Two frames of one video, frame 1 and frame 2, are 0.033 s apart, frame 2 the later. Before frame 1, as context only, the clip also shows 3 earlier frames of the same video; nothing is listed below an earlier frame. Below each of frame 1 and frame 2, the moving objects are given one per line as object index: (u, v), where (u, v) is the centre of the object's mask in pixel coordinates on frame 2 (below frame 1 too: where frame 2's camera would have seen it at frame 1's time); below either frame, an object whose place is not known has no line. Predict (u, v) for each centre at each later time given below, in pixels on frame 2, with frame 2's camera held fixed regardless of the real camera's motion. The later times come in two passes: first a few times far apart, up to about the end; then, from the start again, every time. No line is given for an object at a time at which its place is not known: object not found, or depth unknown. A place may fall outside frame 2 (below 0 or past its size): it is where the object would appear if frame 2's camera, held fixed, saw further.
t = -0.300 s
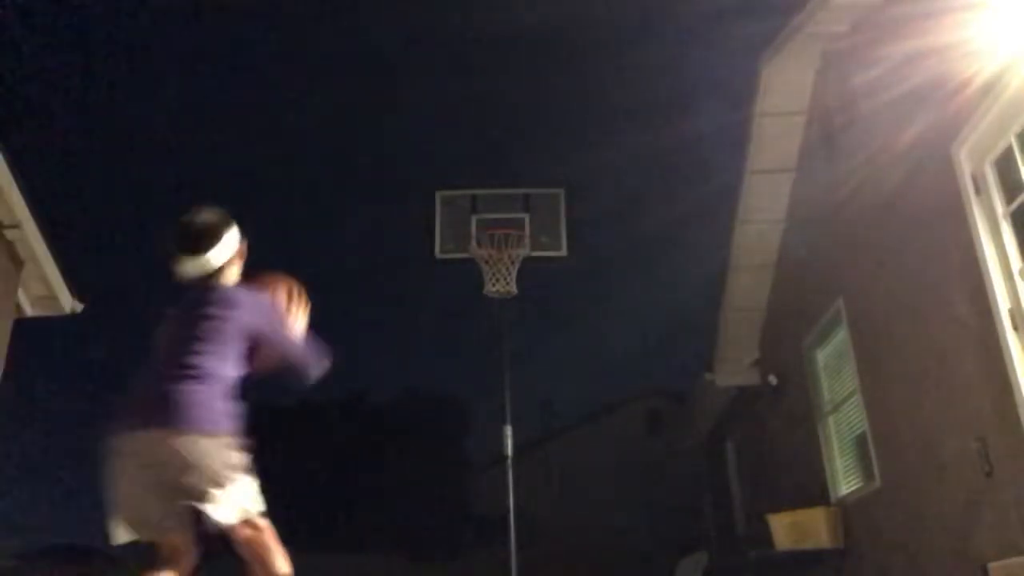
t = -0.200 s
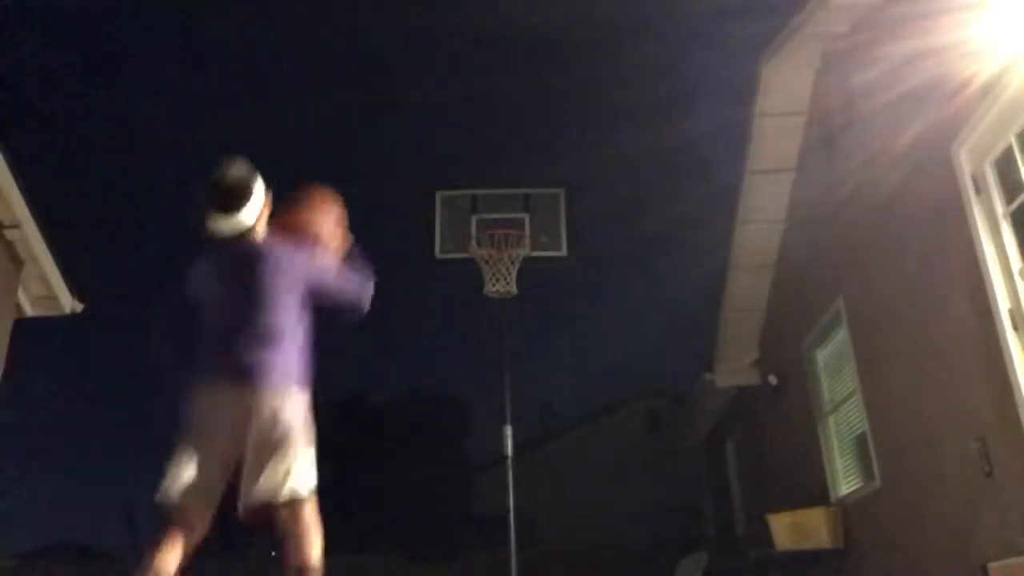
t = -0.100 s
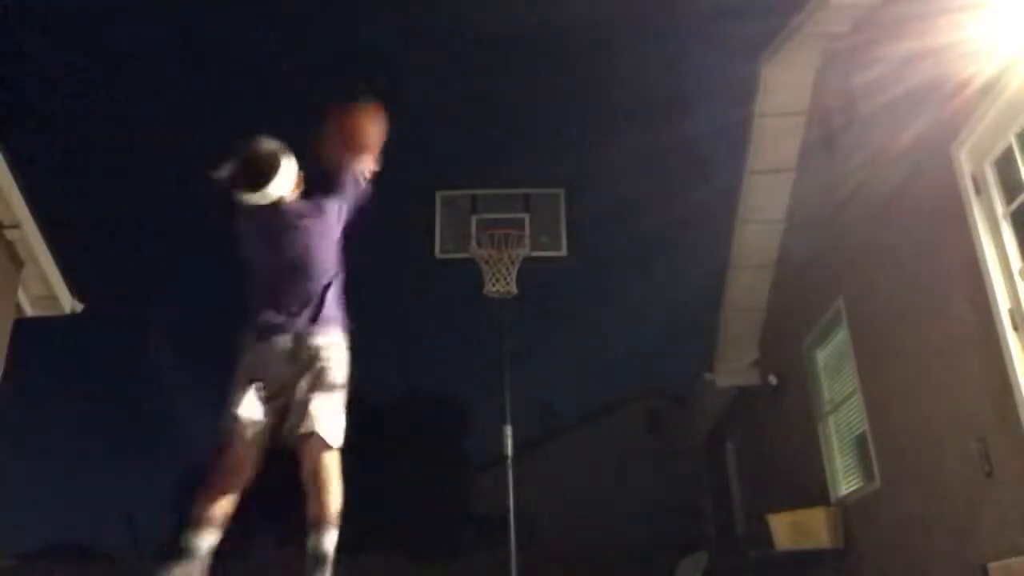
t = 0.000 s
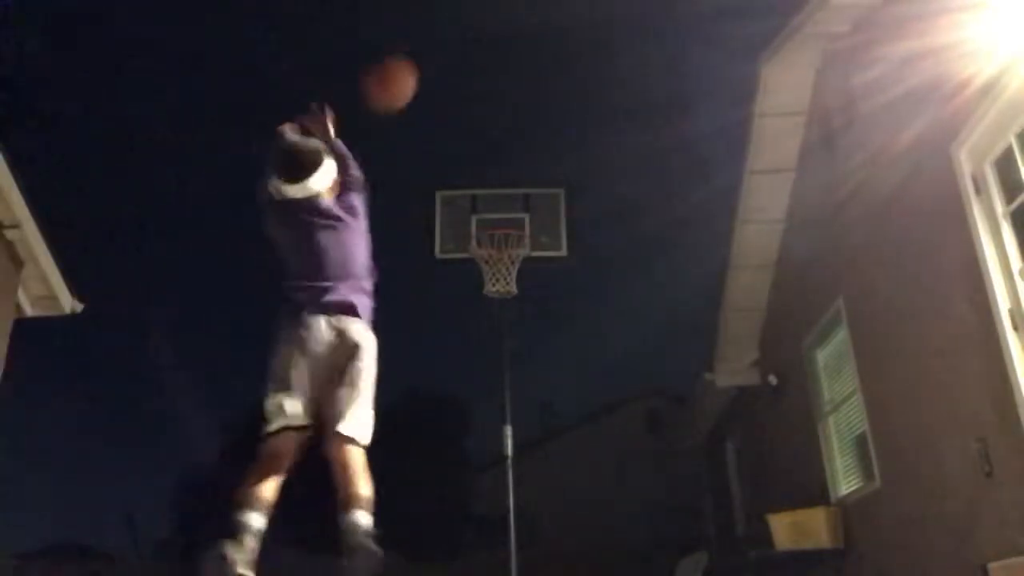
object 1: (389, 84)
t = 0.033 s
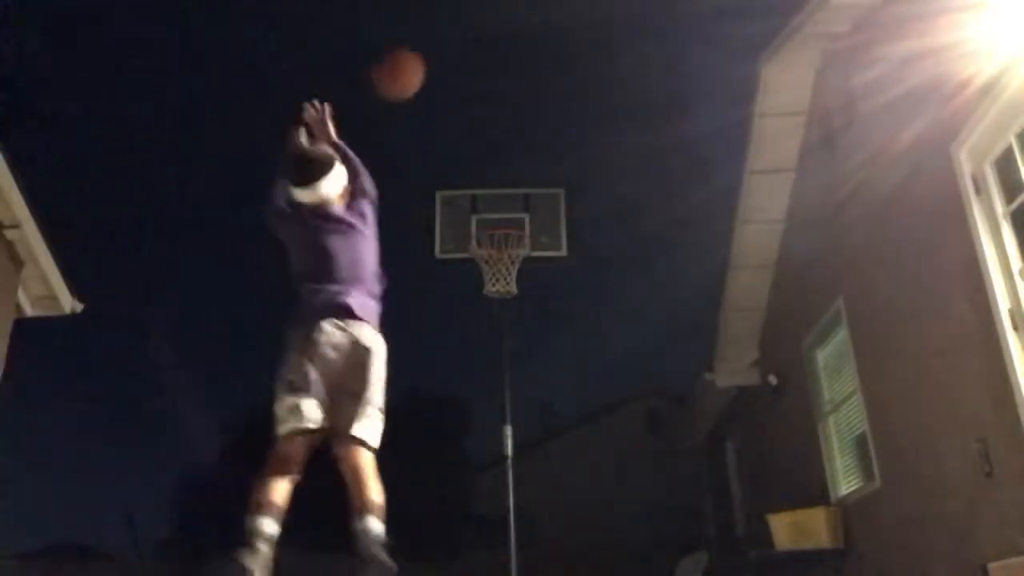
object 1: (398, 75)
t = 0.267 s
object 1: (445, 67)
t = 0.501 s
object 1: (479, 135)
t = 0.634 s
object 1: (495, 187)
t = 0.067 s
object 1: (407, 68)
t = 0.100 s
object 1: (415, 63)
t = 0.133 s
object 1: (423, 61)
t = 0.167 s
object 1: (429, 61)
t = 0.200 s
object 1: (433, 60)
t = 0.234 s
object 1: (440, 63)
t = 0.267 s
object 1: (445, 67)
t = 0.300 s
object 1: (450, 71)
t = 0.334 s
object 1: (455, 78)
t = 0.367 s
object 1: (465, 92)
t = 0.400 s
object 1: (467, 101)
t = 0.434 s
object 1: (472, 114)
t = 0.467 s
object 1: (476, 124)
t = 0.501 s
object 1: (479, 135)
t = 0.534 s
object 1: (483, 148)
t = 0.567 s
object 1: (485, 161)
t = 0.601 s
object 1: (488, 173)
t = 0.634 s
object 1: (495, 187)
